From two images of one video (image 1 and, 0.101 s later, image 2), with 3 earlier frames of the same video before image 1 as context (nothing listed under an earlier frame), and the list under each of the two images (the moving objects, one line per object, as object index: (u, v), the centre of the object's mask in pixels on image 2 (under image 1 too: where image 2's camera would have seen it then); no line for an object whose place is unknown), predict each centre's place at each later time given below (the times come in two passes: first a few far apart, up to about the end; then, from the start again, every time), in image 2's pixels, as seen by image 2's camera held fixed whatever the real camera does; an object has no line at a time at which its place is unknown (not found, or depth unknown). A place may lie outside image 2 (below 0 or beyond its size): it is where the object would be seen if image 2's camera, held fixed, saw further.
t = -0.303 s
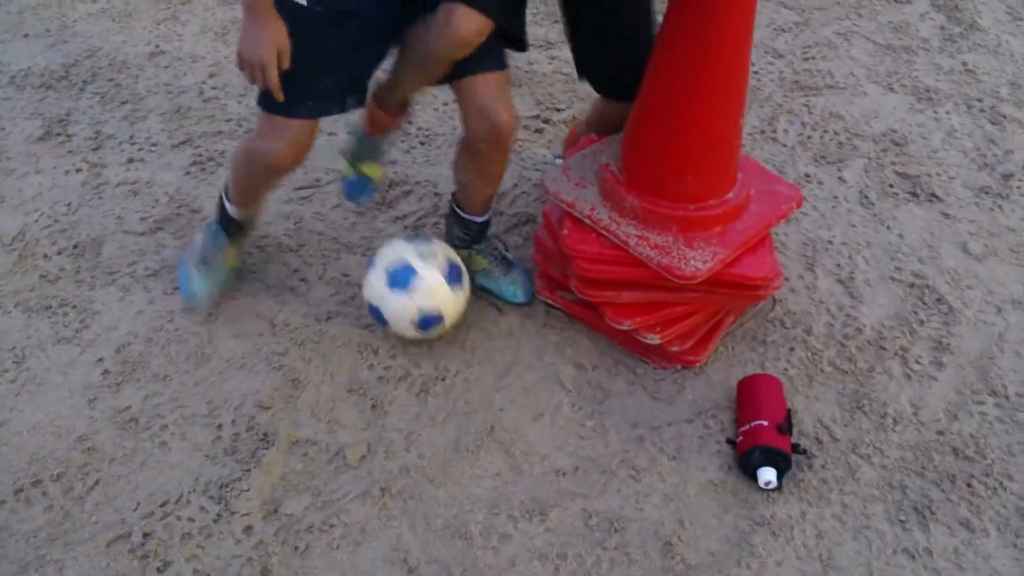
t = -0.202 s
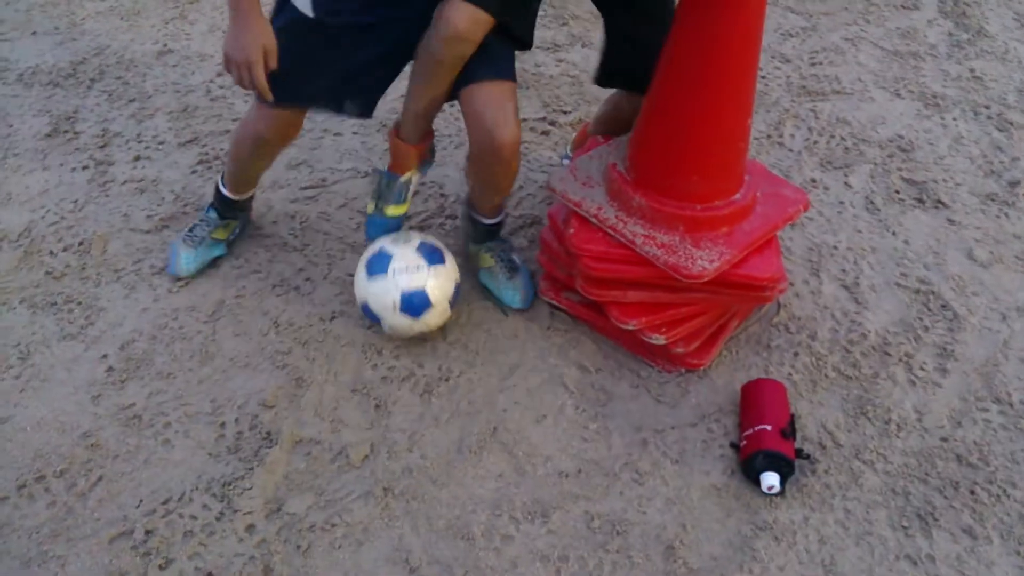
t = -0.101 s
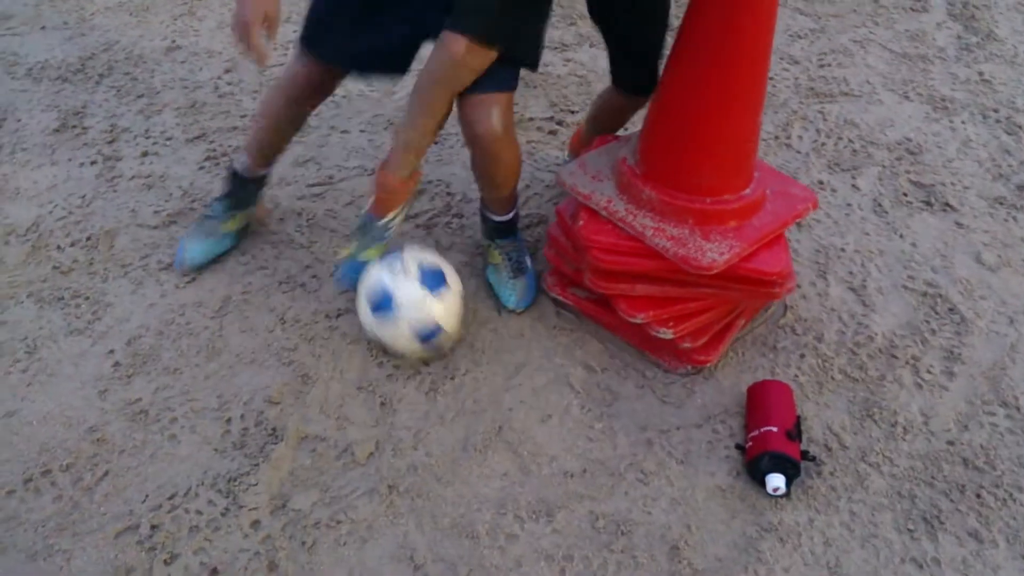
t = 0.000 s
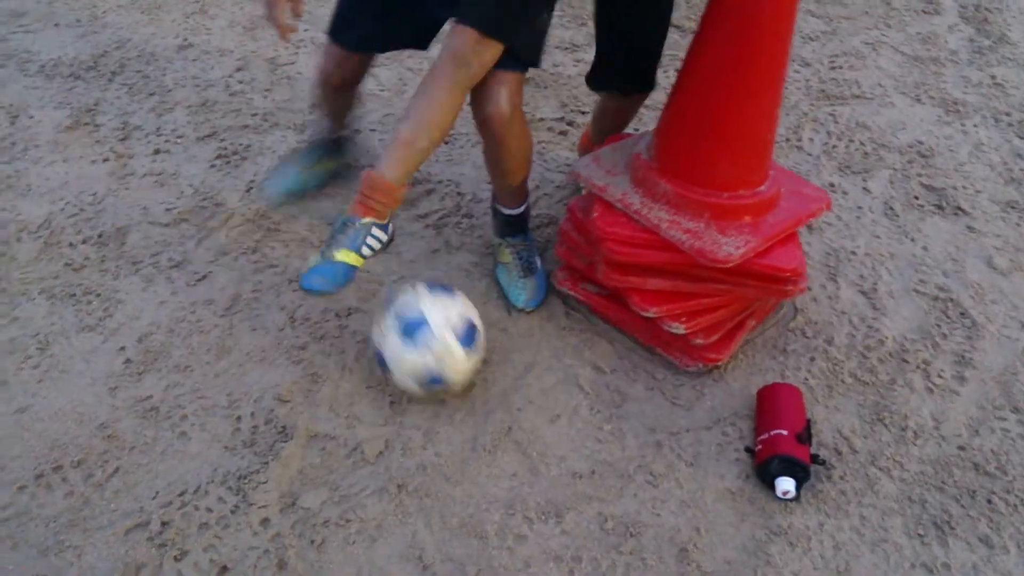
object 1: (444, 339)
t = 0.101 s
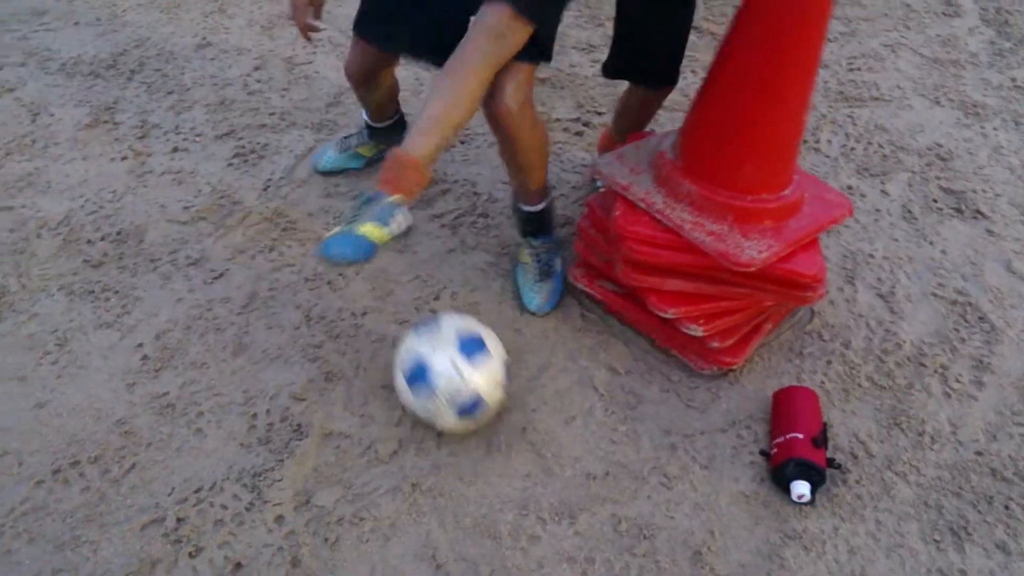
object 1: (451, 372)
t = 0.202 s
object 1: (461, 407)
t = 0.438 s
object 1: (489, 491)
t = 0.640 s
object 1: (507, 538)
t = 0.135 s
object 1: (454, 383)
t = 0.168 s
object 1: (457, 394)
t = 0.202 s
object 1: (461, 407)
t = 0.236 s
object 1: (464, 417)
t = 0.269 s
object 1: (468, 429)
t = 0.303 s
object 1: (472, 441)
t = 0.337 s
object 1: (476, 453)
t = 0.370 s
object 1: (481, 466)
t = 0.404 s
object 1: (484, 478)
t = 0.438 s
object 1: (489, 491)
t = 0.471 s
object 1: (492, 502)
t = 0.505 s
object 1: (495, 511)
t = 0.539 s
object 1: (497, 518)
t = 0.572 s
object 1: (500, 525)
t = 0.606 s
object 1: (503, 531)
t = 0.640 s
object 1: (507, 538)
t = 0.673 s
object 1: (510, 544)
